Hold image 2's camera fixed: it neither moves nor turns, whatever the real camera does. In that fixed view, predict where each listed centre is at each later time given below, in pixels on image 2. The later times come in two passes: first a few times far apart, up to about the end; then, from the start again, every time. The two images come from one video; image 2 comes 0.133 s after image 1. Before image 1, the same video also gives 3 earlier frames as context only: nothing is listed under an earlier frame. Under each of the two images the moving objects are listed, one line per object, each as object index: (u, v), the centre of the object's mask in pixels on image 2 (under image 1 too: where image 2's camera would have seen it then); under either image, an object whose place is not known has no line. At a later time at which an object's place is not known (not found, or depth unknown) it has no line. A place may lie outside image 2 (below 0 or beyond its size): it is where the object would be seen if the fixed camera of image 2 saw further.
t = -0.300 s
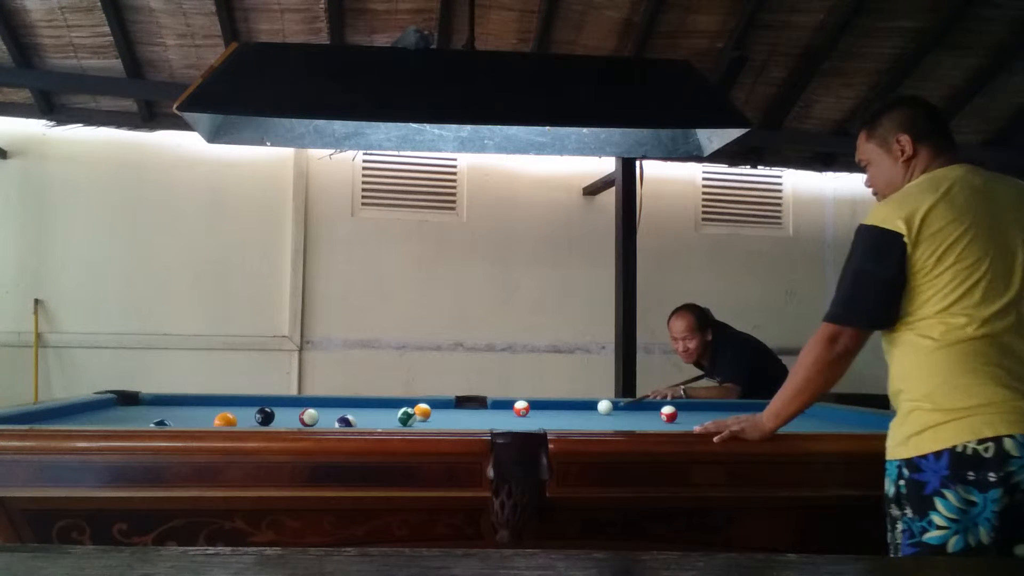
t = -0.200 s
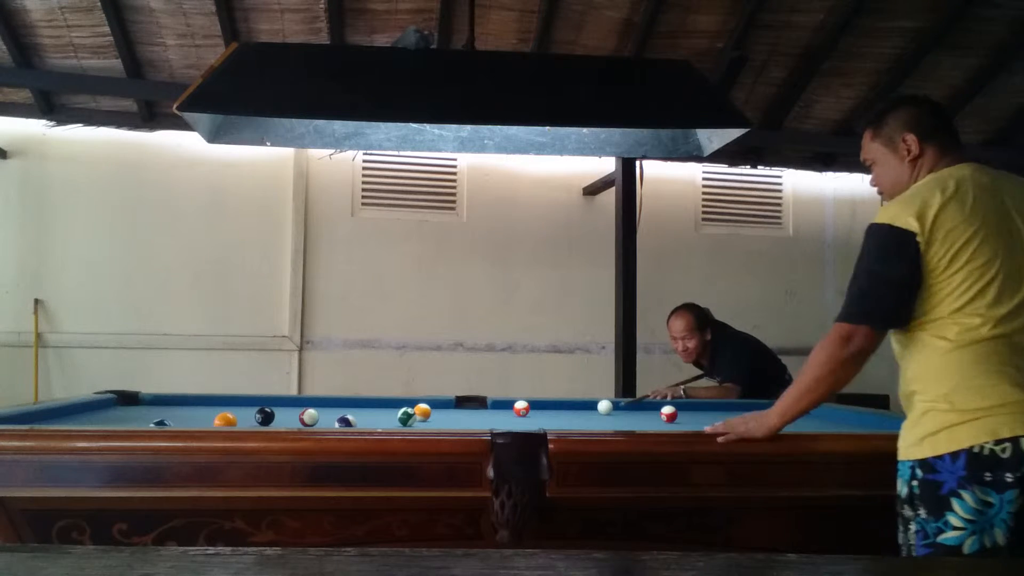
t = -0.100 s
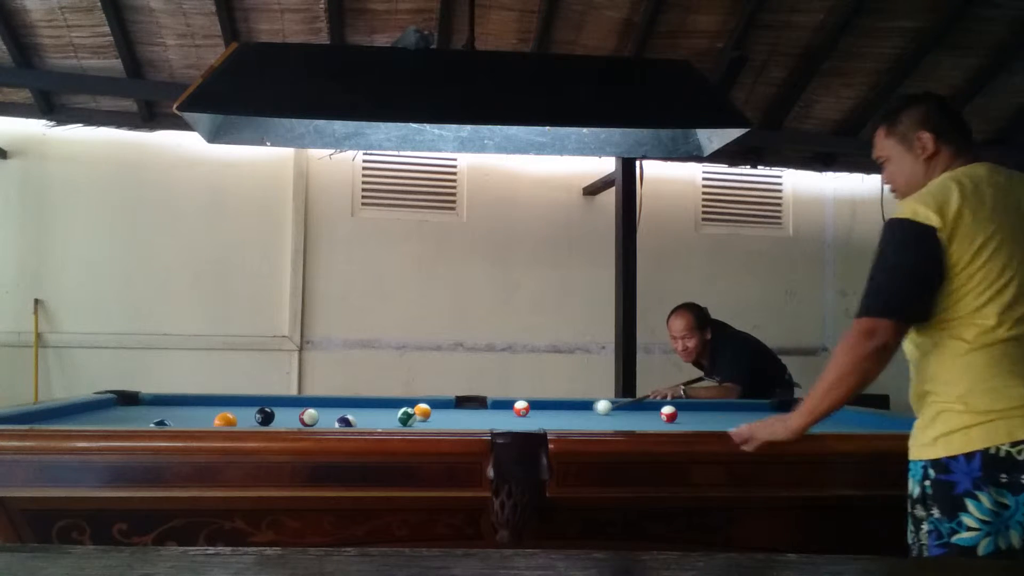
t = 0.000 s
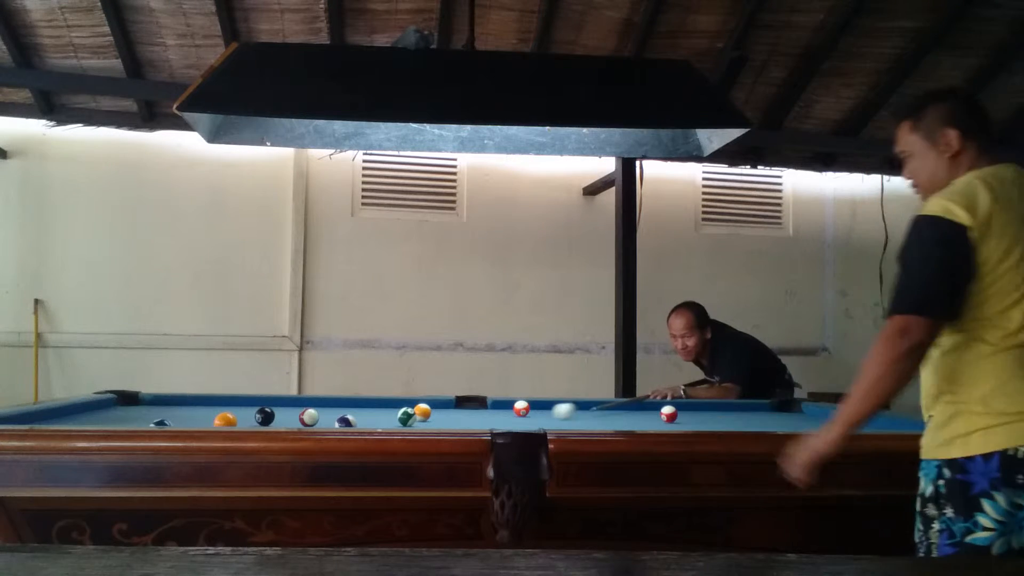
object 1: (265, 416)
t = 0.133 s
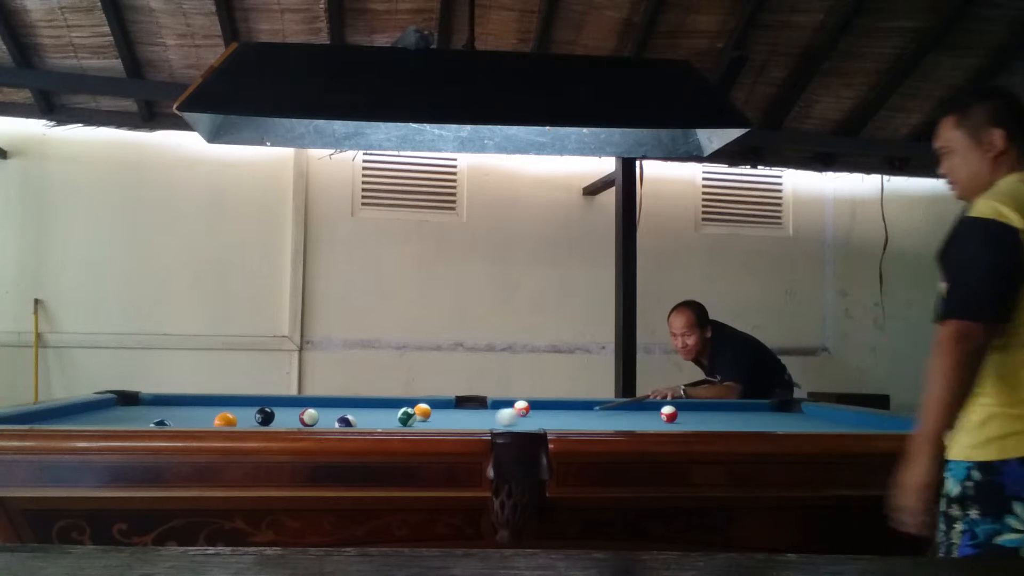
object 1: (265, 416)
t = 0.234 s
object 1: (265, 416)
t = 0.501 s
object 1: (264, 416)
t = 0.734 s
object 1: (264, 416)
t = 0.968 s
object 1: (262, 416)
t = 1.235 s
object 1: (234, 411)
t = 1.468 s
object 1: (206, 411)
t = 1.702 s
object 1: (184, 409)
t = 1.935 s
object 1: (163, 408)
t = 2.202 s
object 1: (143, 405)
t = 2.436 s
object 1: (127, 403)
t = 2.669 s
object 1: (113, 402)
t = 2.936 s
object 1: (126, 402)
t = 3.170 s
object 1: (139, 401)
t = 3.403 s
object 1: (150, 401)
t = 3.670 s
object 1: (162, 400)
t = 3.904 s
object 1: (171, 400)
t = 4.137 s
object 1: (178, 400)
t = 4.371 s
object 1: (185, 400)
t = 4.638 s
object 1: (191, 399)
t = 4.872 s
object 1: (193, 399)
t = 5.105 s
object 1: (194, 399)
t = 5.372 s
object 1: (194, 399)
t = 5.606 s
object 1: (194, 399)
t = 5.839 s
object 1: (194, 399)
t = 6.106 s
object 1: (194, 400)
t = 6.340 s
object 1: (194, 400)
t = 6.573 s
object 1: (194, 399)
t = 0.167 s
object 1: (264, 416)
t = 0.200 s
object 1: (264, 416)
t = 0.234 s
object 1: (265, 416)
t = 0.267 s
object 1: (265, 416)
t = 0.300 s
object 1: (265, 416)
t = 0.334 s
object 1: (265, 416)
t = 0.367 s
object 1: (264, 416)
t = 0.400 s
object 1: (265, 416)
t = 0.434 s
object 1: (264, 416)
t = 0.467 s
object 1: (264, 416)
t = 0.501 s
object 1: (264, 416)
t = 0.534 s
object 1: (265, 416)
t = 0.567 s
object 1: (265, 416)
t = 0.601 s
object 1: (264, 416)
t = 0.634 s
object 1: (264, 416)
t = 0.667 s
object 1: (264, 416)
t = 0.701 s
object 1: (265, 416)
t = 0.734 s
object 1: (264, 416)
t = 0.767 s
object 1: (264, 416)
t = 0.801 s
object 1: (264, 416)
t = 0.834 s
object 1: (264, 416)
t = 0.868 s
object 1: (264, 416)
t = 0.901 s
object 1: (264, 416)
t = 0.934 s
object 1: (264, 416)
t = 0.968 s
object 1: (262, 416)
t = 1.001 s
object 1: (260, 416)
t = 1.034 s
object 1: (256, 416)
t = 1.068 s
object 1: (251, 415)
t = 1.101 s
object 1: (247, 415)
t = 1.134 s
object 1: (244, 415)
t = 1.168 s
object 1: (241, 414)
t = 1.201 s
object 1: (237, 412)
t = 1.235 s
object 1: (234, 411)
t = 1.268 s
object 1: (229, 410)
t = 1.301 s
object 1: (224, 409)
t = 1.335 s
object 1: (220, 410)
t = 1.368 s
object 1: (216, 411)
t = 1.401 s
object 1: (213, 411)
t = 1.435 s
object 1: (210, 412)
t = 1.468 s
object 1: (206, 411)
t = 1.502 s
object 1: (203, 411)
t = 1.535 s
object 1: (200, 411)
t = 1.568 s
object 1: (197, 410)
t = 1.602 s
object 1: (193, 410)
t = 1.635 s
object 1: (190, 410)
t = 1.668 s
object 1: (187, 409)
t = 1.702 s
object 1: (184, 409)
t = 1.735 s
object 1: (181, 409)
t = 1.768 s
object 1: (178, 409)
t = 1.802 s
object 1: (175, 408)
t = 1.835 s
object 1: (172, 408)
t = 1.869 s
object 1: (169, 408)
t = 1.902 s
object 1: (166, 408)
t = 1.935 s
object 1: (163, 408)
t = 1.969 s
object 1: (161, 408)
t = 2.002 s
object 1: (158, 407)
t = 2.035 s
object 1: (155, 407)
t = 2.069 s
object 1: (153, 407)
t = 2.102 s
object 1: (150, 406)
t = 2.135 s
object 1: (147, 406)
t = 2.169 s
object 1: (145, 406)
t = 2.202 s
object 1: (143, 405)
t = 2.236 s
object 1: (140, 405)
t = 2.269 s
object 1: (137, 405)
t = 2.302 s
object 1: (135, 405)
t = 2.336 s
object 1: (133, 404)
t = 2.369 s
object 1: (131, 404)
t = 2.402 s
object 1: (128, 404)
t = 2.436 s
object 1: (127, 403)
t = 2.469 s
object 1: (124, 404)
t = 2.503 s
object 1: (122, 403)
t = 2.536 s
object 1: (120, 403)
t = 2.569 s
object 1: (118, 403)
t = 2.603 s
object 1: (117, 403)
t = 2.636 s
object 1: (115, 402)
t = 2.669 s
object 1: (113, 402)
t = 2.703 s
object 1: (113, 402)
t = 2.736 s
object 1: (114, 402)
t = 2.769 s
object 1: (116, 402)
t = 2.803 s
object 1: (119, 401)
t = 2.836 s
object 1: (121, 401)
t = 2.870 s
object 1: (123, 401)
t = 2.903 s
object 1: (125, 401)
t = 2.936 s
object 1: (126, 402)
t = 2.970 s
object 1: (128, 401)
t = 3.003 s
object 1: (129, 401)
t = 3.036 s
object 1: (131, 402)
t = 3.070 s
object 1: (133, 401)
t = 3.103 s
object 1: (135, 401)
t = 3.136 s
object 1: (137, 401)
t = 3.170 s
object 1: (139, 401)
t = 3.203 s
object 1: (140, 401)
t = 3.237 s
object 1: (142, 401)
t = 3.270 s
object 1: (144, 401)
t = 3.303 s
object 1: (145, 401)
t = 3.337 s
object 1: (147, 401)
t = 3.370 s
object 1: (148, 401)
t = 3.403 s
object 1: (150, 401)
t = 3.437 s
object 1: (152, 401)
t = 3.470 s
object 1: (153, 401)
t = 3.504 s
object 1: (155, 401)
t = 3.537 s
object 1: (156, 401)
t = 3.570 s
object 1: (158, 401)
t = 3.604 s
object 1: (159, 400)
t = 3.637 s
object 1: (160, 400)
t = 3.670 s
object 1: (162, 400)
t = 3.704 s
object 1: (163, 400)
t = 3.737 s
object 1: (164, 400)
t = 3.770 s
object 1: (166, 400)
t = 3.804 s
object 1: (167, 400)
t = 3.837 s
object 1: (168, 400)
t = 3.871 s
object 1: (170, 400)
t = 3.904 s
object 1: (171, 400)
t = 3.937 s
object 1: (172, 400)
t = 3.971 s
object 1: (173, 400)
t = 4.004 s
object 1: (174, 400)
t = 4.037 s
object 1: (175, 400)
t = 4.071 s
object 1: (176, 400)
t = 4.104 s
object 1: (177, 400)
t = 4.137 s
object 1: (178, 400)
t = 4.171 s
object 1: (180, 400)
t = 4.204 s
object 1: (181, 400)
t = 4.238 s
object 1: (182, 400)
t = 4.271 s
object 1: (182, 400)
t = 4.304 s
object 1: (183, 400)
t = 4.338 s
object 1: (184, 400)
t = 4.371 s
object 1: (185, 400)
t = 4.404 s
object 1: (186, 400)
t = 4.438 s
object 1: (187, 400)
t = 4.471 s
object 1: (187, 399)
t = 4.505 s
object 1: (188, 399)
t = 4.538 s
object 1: (189, 399)
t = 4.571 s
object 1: (190, 399)
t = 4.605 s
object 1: (190, 399)
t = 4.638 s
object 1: (191, 399)
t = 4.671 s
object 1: (192, 399)
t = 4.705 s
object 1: (192, 399)
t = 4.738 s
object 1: (192, 399)
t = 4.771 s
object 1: (192, 399)
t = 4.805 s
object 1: (193, 399)
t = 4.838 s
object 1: (193, 399)
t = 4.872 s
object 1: (193, 399)
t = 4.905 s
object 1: (193, 399)
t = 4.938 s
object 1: (193, 399)
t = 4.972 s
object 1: (193, 399)
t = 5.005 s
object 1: (193, 399)
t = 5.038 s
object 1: (194, 399)
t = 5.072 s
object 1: (194, 399)
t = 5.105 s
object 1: (194, 399)
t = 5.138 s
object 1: (194, 399)
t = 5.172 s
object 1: (194, 399)
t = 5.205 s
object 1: (194, 399)
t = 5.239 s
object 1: (194, 399)
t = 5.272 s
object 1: (194, 399)
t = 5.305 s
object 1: (194, 399)
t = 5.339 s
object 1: (194, 399)
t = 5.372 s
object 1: (194, 399)
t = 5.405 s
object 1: (194, 399)
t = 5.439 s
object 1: (194, 399)
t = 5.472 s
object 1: (194, 399)
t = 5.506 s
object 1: (194, 399)
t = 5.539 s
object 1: (194, 399)
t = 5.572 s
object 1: (194, 399)
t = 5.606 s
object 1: (194, 399)
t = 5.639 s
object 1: (194, 399)
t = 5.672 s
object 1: (194, 399)
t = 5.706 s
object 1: (194, 399)
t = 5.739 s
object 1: (194, 399)
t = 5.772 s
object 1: (194, 399)
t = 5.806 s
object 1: (194, 399)
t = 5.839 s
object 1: (194, 399)
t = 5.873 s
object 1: (194, 399)
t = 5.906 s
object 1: (194, 399)
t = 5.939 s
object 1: (194, 399)
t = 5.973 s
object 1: (194, 399)
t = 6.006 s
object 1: (194, 399)
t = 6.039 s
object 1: (194, 399)
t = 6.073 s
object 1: (194, 399)
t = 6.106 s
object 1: (194, 400)
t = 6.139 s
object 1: (194, 400)
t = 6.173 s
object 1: (194, 400)
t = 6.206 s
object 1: (194, 400)
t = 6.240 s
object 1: (194, 400)
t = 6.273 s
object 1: (194, 400)
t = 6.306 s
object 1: (194, 400)
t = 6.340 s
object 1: (194, 400)
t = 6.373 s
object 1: (194, 400)
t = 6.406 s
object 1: (194, 400)
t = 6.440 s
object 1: (194, 400)
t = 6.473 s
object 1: (194, 400)
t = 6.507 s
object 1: (194, 400)
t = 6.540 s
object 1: (194, 399)
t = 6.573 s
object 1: (194, 399)
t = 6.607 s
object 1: (194, 400)
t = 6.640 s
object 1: (194, 400)
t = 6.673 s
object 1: (194, 400)
